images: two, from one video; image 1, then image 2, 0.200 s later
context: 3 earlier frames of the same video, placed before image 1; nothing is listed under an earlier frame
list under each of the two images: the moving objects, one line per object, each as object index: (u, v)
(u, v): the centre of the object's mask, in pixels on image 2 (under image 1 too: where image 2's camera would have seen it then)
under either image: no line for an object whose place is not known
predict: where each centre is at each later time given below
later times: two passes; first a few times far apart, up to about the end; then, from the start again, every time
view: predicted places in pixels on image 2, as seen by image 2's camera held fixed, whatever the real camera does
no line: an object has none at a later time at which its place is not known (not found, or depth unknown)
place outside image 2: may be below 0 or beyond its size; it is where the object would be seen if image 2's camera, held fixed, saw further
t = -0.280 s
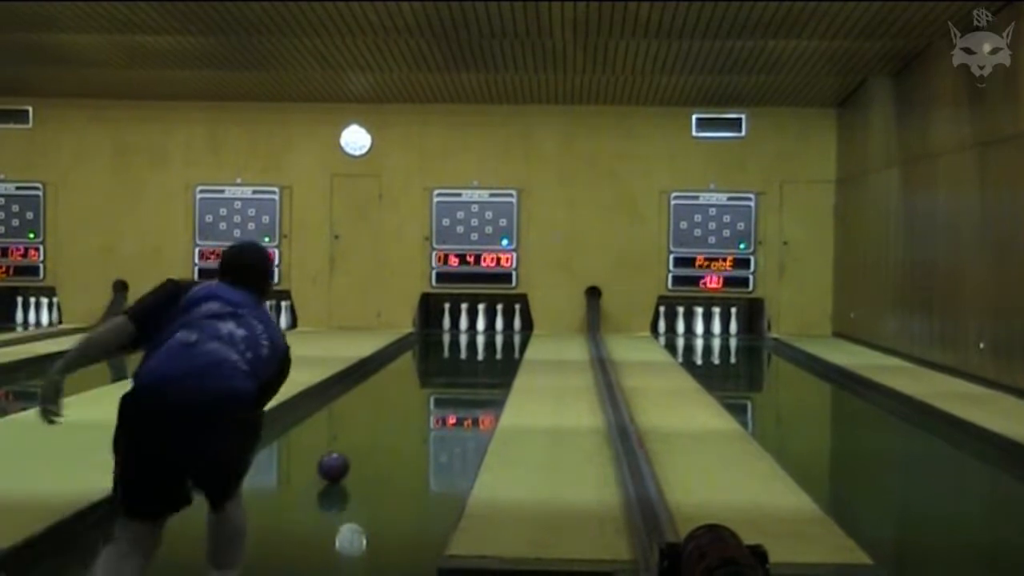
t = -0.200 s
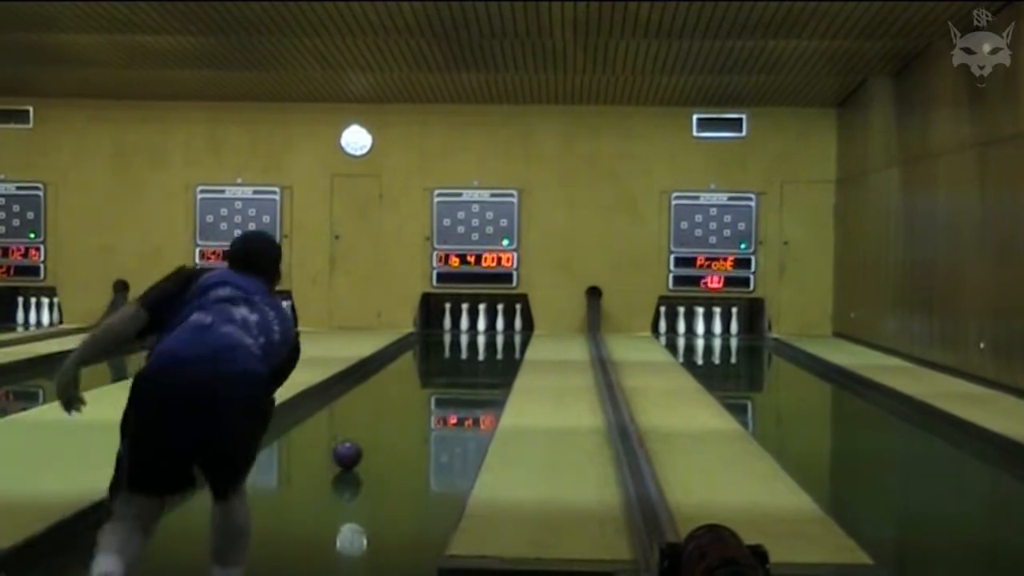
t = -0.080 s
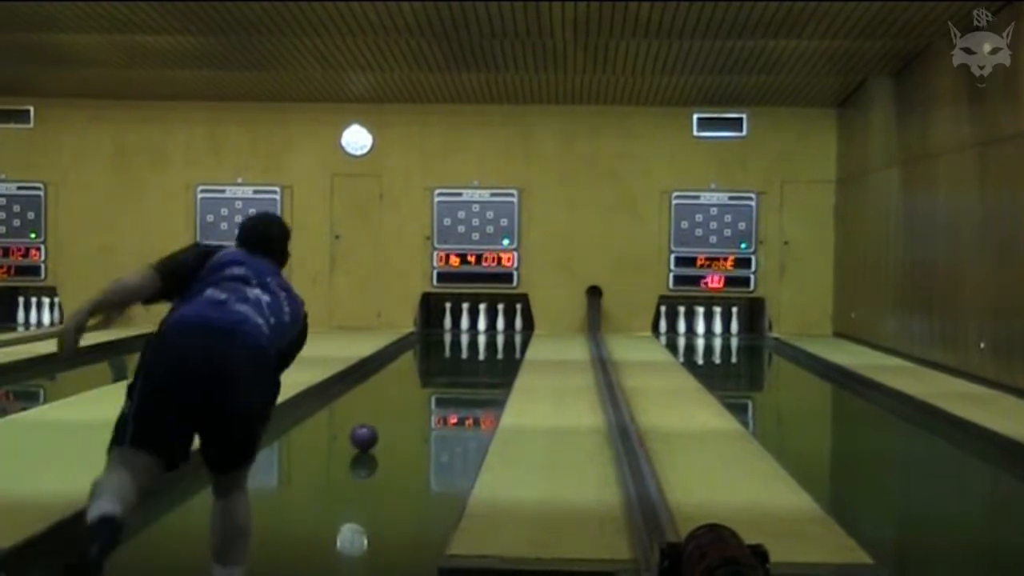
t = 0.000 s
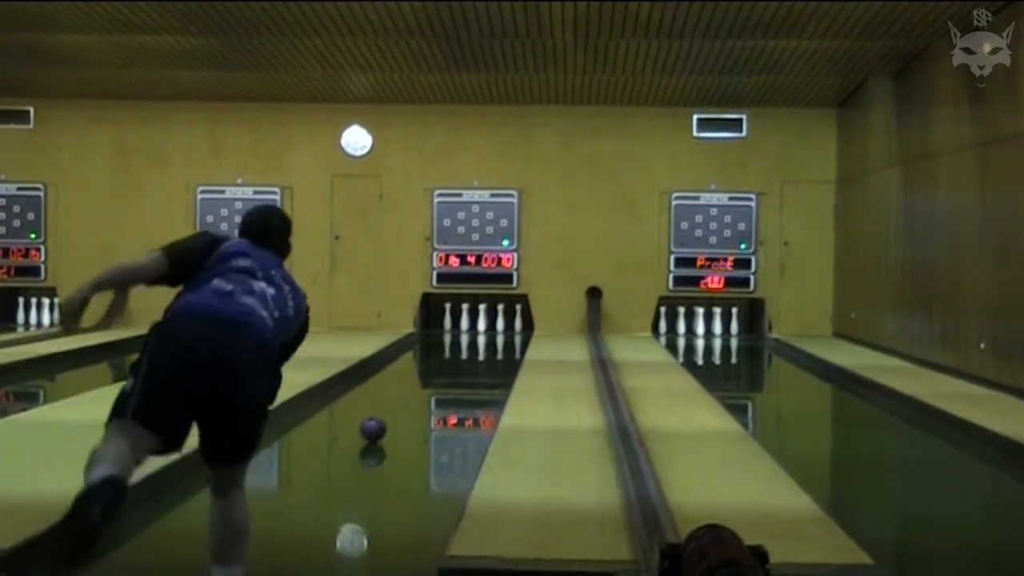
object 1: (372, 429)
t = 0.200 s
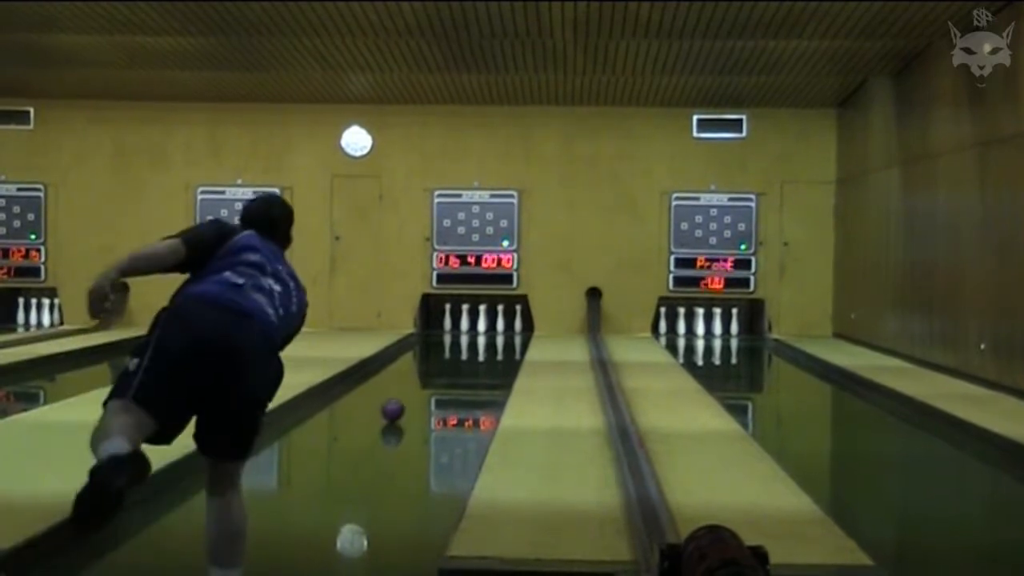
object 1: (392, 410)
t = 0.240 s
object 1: (396, 406)
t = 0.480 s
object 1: (413, 389)
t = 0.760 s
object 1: (427, 374)
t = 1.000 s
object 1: (438, 363)
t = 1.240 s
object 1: (443, 358)
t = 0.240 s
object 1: (396, 406)
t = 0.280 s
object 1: (399, 403)
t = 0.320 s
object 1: (402, 400)
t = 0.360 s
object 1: (405, 397)
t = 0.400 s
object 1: (408, 394)
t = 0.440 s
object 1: (411, 391)
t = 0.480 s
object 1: (413, 389)
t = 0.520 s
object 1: (415, 387)
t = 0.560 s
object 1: (418, 385)
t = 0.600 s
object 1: (421, 382)
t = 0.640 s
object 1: (422, 380)
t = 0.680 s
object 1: (424, 378)
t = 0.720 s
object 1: (426, 375)
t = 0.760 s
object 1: (427, 374)
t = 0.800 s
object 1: (429, 373)
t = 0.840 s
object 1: (430, 371)
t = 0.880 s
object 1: (430, 370)
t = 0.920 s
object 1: (435, 368)
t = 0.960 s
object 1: (436, 365)
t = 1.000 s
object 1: (438, 363)
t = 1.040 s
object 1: (439, 361)
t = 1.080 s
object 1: (439, 360)
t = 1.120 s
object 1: (441, 359)
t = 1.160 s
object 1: (443, 358)
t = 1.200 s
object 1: (444, 356)
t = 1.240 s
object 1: (443, 358)
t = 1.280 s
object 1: (445, 355)
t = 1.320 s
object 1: (447, 354)
